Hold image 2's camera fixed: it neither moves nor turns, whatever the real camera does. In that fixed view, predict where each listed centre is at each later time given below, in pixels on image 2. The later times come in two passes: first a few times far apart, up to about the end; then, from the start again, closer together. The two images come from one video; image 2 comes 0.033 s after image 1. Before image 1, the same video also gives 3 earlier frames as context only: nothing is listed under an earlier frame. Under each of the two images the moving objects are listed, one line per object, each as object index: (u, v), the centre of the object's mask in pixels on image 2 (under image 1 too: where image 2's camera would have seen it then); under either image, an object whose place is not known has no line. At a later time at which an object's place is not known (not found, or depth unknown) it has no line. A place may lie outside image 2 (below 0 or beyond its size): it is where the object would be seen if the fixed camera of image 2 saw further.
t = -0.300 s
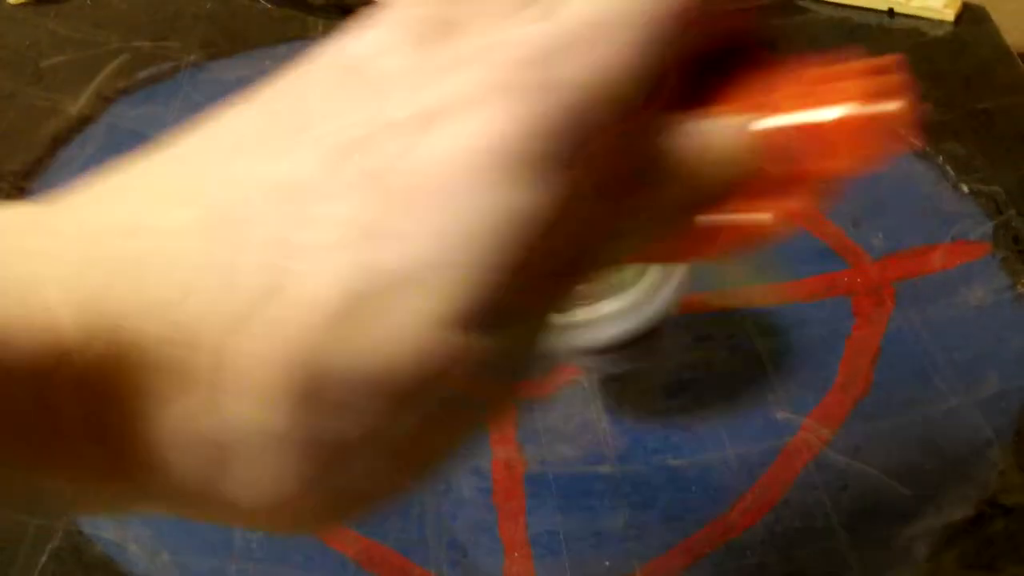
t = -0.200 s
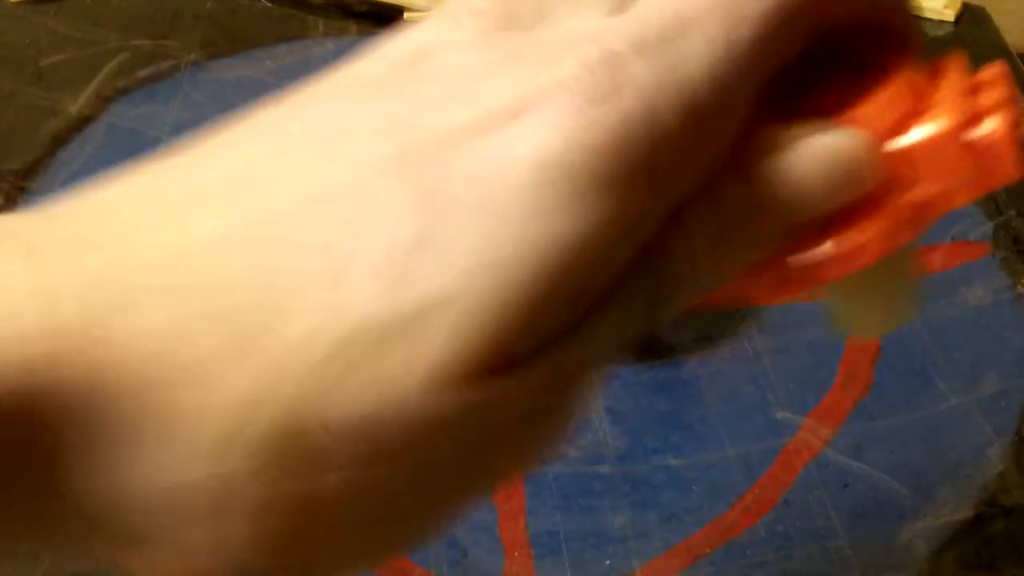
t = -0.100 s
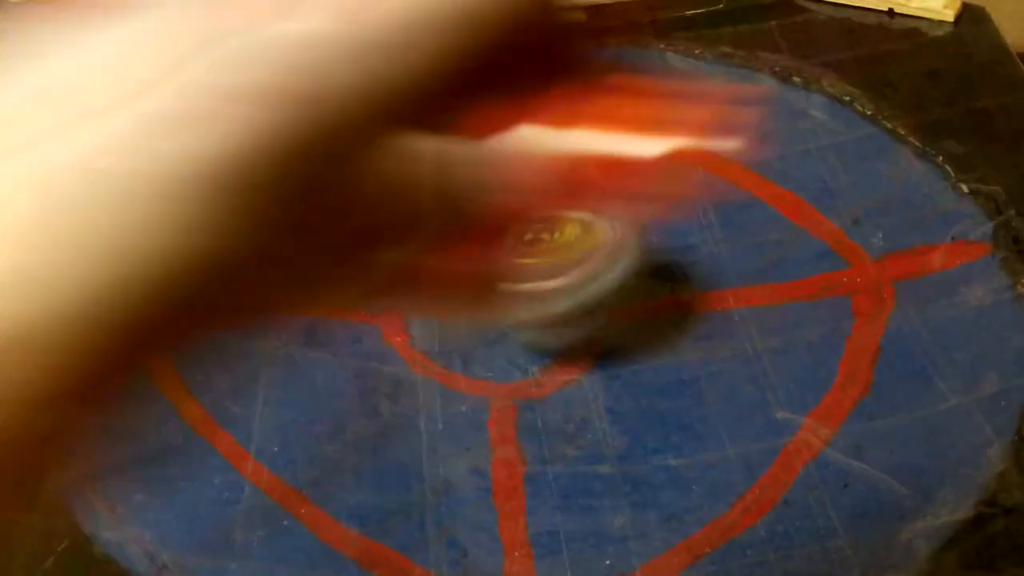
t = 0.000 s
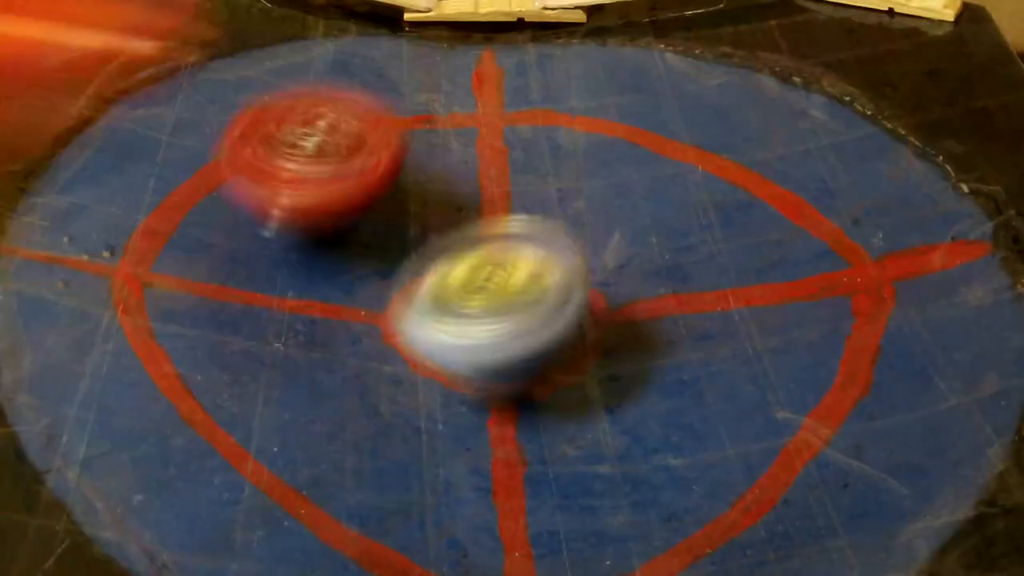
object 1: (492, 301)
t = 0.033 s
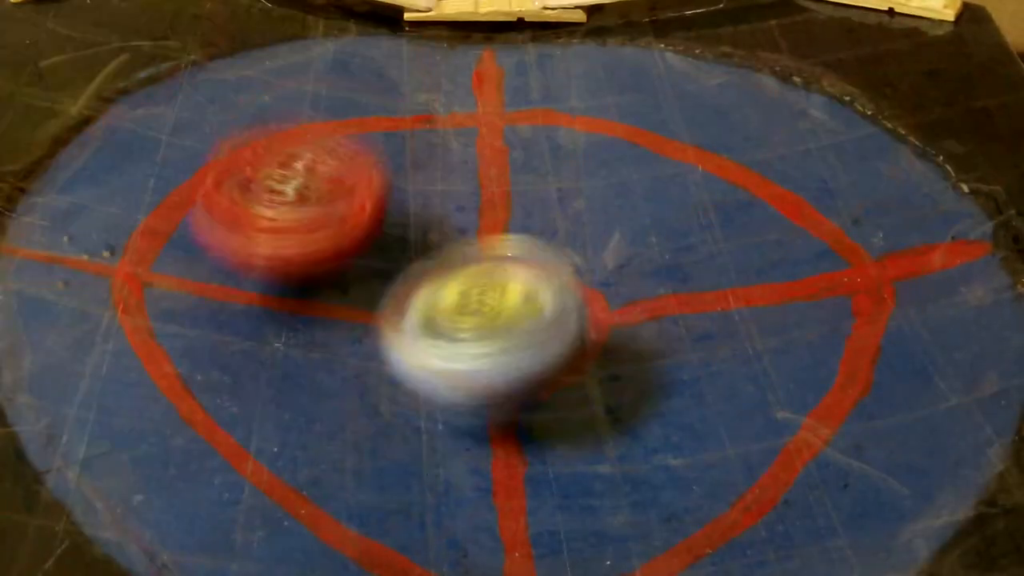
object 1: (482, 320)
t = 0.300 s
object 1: (670, 523)
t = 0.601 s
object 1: (974, 390)
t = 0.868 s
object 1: (646, 304)
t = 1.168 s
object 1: (212, 274)
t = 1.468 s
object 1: (391, 523)
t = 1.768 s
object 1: (661, 215)
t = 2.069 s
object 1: (281, 15)
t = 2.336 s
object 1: (203, 168)
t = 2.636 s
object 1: (650, 261)
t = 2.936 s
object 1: (596, 77)
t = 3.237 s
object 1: (425, 104)
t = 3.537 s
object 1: (580, 374)
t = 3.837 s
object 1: (685, 269)
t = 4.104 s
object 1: (428, 267)
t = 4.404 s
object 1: (518, 359)
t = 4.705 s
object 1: (505, 250)
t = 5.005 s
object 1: (483, 238)
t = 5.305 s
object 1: (471, 201)
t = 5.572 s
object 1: (487, 222)
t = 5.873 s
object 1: (517, 260)
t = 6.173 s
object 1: (564, 292)
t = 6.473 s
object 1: (569, 295)
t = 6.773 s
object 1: (528, 275)
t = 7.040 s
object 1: (520, 257)
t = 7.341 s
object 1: (503, 231)
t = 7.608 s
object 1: (500, 230)
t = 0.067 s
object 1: (482, 347)
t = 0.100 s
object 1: (495, 384)
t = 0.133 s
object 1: (542, 446)
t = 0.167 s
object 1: (591, 494)
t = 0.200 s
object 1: (649, 527)
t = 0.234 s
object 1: (662, 523)
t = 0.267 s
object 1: (669, 523)
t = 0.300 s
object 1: (670, 523)
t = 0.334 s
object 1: (672, 516)
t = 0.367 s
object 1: (791, 515)
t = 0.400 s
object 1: (877, 494)
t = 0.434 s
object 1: (923, 483)
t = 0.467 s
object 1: (952, 478)
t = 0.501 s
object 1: (972, 461)
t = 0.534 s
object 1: (980, 429)
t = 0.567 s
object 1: (981, 407)
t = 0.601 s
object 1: (974, 390)
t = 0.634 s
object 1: (965, 381)
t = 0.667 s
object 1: (949, 376)
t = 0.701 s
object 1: (915, 366)
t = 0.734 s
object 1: (868, 351)
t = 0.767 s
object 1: (812, 335)
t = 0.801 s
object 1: (759, 327)
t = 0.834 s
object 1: (704, 313)
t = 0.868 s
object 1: (646, 304)
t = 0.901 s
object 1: (573, 291)
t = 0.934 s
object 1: (508, 282)
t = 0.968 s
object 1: (443, 265)
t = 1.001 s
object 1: (384, 257)
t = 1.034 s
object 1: (336, 252)
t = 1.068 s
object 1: (291, 247)
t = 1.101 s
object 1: (257, 253)
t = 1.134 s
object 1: (231, 261)
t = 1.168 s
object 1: (212, 274)
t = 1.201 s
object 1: (197, 292)
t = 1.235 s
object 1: (185, 317)
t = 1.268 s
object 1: (177, 346)
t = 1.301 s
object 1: (173, 378)
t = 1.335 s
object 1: (177, 415)
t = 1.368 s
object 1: (189, 450)
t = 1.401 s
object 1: (223, 482)
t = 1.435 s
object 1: (289, 508)
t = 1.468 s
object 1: (391, 523)
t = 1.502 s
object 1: (516, 533)
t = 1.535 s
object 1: (604, 522)
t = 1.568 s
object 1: (670, 501)
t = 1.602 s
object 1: (702, 466)
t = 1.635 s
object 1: (725, 417)
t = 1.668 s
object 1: (732, 365)
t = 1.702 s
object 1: (721, 316)
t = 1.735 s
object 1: (700, 266)
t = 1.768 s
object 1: (661, 215)
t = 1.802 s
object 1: (626, 163)
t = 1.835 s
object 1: (584, 122)
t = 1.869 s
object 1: (530, 83)
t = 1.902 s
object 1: (480, 60)
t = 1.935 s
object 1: (429, 35)
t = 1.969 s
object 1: (382, 21)
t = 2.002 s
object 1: (346, 17)
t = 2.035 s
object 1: (304, 13)
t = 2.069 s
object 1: (281, 15)
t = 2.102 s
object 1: (258, 21)
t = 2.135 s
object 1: (234, 32)
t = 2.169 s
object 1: (212, 45)
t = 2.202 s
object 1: (194, 61)
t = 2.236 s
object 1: (184, 83)
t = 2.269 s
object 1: (183, 112)
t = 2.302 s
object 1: (189, 140)
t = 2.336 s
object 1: (203, 168)
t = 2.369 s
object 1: (226, 200)
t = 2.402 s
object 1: (262, 231)
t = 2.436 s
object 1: (304, 250)
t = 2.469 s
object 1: (364, 279)
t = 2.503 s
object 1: (432, 294)
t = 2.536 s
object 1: (491, 302)
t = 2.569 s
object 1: (556, 293)
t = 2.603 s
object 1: (606, 281)
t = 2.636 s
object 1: (650, 261)
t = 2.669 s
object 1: (669, 239)
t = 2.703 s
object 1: (681, 213)
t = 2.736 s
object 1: (683, 188)
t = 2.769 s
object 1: (678, 163)
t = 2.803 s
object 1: (667, 138)
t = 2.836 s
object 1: (650, 116)
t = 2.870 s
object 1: (633, 98)
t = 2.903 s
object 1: (616, 86)
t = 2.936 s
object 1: (596, 77)
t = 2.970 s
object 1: (573, 73)
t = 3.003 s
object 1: (550, 68)
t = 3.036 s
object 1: (530, 67)
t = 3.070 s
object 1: (509, 69)
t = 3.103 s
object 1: (493, 72)
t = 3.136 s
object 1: (475, 77)
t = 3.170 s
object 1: (458, 82)
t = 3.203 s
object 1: (440, 90)
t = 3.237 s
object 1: (425, 104)
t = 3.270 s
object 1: (416, 131)
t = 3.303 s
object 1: (412, 168)
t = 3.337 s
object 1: (411, 205)
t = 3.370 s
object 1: (418, 234)
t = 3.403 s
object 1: (433, 266)
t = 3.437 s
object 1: (456, 297)
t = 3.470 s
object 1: (483, 332)
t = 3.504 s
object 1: (527, 357)
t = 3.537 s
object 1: (580, 374)
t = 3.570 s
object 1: (634, 379)
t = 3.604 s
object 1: (674, 359)
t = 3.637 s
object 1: (690, 347)
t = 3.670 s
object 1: (701, 332)
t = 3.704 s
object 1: (702, 316)
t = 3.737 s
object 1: (700, 300)
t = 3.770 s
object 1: (698, 289)
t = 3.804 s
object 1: (695, 278)
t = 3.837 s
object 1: (685, 269)
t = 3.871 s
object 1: (663, 260)
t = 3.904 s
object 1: (627, 251)
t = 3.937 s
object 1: (584, 244)
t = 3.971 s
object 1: (535, 247)
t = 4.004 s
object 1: (493, 246)
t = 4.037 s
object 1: (462, 248)
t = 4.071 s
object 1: (440, 254)
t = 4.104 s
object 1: (428, 267)
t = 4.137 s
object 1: (412, 279)
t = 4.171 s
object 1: (401, 291)
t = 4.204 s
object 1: (405, 305)
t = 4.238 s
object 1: (424, 327)
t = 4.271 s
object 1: (455, 341)
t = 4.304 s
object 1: (475, 353)
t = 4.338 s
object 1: (491, 362)
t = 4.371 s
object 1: (505, 362)
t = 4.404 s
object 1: (518, 359)
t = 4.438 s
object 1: (534, 360)
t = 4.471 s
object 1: (548, 347)
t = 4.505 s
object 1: (563, 336)
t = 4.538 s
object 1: (573, 321)
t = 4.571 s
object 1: (576, 306)
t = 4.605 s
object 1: (573, 289)
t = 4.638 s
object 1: (555, 278)
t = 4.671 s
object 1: (529, 264)
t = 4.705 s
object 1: (505, 250)
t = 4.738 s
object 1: (489, 242)
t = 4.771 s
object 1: (479, 238)
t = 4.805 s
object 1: (472, 236)
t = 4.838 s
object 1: (470, 236)
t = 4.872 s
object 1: (469, 236)
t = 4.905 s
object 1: (469, 236)
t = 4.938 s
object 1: (473, 237)
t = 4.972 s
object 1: (477, 238)
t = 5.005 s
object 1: (483, 238)
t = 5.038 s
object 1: (493, 239)
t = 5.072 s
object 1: (499, 238)
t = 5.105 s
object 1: (504, 234)
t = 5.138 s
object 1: (509, 230)
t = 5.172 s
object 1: (509, 225)
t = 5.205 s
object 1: (502, 219)
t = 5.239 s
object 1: (493, 211)
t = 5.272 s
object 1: (483, 205)
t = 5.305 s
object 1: (471, 201)
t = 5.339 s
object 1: (462, 199)
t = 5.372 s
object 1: (459, 198)
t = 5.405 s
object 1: (460, 199)
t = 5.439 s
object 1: (464, 202)
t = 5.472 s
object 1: (469, 205)
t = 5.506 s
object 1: (475, 209)
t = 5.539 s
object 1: (481, 215)
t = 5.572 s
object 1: (487, 222)
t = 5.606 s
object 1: (496, 228)
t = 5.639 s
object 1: (505, 235)
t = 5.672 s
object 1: (512, 240)
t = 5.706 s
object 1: (514, 244)
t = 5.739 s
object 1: (514, 247)
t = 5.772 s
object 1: (513, 249)
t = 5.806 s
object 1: (514, 252)
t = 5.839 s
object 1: (516, 256)
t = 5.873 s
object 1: (517, 260)
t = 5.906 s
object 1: (518, 264)
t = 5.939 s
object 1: (518, 267)
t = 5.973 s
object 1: (520, 270)
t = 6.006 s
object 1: (524, 275)
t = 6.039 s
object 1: (530, 275)
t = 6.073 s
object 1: (536, 279)
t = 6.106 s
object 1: (545, 285)
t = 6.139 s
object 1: (554, 289)
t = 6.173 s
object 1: (564, 292)
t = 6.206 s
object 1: (567, 293)
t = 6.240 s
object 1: (567, 293)
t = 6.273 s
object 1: (565, 293)
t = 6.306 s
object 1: (564, 294)
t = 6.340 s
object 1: (564, 297)
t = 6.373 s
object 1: (565, 299)
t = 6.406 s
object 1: (567, 299)
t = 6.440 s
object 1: (570, 298)
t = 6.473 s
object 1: (569, 295)
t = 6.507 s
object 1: (565, 293)
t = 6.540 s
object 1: (562, 292)
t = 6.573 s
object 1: (559, 291)
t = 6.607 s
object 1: (556, 288)
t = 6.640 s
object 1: (551, 285)
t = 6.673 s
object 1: (542, 282)
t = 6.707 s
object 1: (535, 279)
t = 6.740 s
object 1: (531, 277)
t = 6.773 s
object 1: (528, 275)
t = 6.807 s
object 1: (529, 274)
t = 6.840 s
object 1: (529, 274)
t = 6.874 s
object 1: (530, 273)
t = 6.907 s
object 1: (531, 270)
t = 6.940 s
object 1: (529, 266)
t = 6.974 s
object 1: (525, 261)
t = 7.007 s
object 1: (521, 258)
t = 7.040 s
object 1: (520, 257)
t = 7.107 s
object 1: (520, 254)
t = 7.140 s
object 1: (520, 252)
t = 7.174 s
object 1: (520, 249)
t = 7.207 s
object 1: (517, 244)
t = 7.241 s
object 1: (514, 244)
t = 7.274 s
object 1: (509, 239)
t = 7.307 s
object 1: (506, 234)
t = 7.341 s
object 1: (503, 231)
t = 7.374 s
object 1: (501, 229)
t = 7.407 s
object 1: (499, 226)
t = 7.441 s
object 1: (497, 226)
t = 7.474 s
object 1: (496, 225)
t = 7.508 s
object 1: (495, 225)
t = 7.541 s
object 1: (496, 227)
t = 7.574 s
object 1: (498, 228)
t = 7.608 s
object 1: (500, 230)
